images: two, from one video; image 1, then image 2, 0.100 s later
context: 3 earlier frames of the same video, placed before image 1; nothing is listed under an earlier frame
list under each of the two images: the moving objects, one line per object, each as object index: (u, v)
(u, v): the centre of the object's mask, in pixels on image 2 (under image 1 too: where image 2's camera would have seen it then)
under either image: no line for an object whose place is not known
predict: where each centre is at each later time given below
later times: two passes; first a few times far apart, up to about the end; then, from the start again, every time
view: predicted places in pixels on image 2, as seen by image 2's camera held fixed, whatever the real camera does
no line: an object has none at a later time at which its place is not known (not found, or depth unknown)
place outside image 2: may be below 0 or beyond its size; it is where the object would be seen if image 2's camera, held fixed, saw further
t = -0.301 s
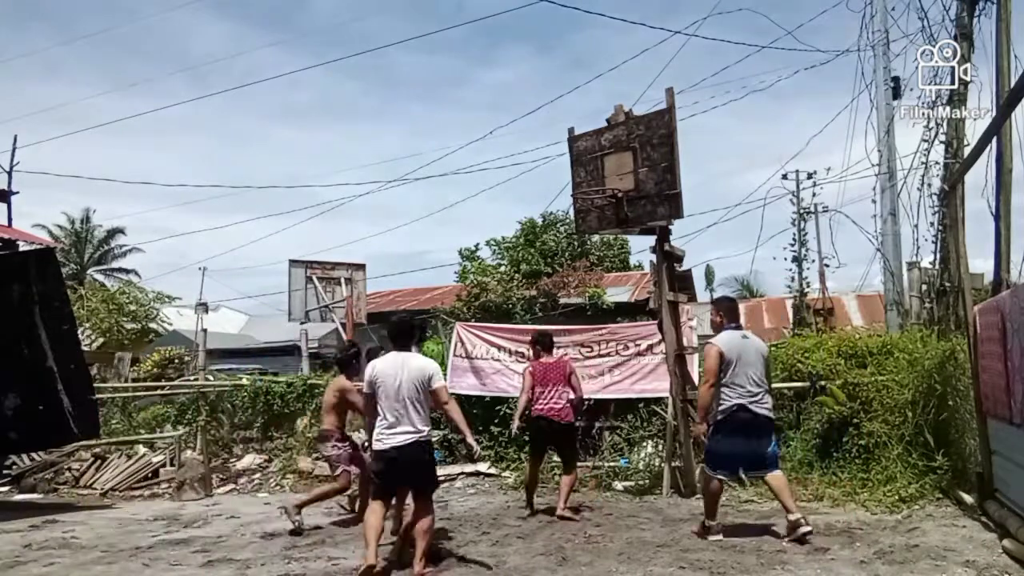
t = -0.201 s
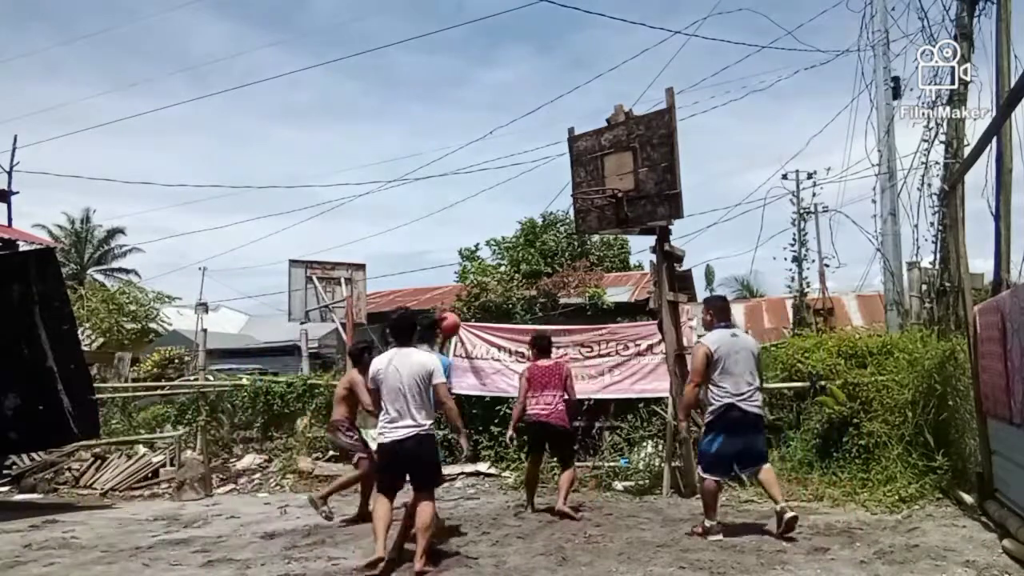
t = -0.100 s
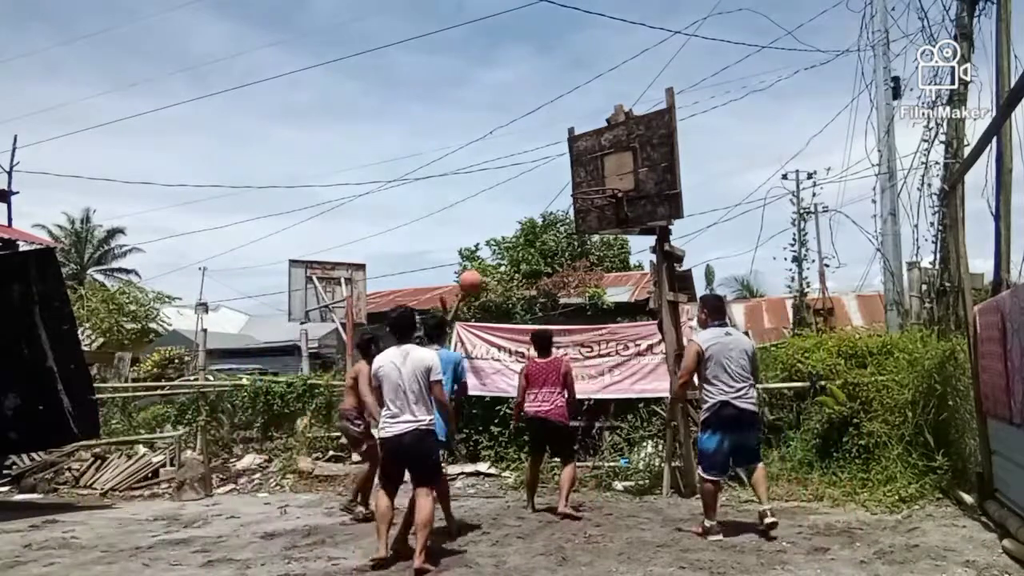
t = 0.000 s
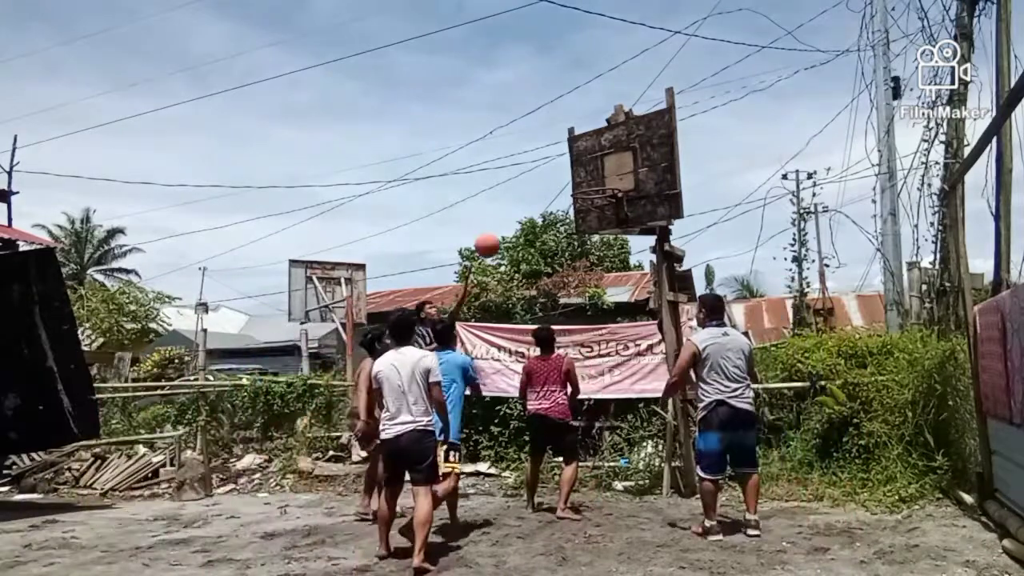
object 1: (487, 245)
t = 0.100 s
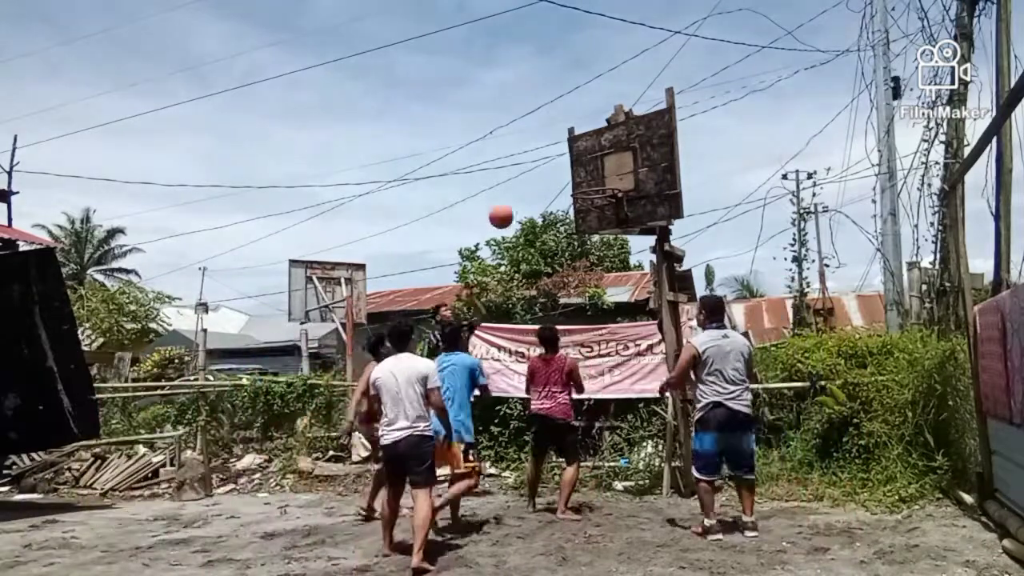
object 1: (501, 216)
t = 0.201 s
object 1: (515, 196)
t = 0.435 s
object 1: (551, 188)
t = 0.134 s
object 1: (505, 209)
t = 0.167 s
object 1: (510, 202)
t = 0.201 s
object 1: (515, 196)
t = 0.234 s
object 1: (520, 191)
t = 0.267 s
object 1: (525, 188)
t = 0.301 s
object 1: (530, 186)
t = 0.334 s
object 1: (535, 184)
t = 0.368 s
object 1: (540, 184)
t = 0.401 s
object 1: (546, 185)
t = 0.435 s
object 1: (551, 188)
